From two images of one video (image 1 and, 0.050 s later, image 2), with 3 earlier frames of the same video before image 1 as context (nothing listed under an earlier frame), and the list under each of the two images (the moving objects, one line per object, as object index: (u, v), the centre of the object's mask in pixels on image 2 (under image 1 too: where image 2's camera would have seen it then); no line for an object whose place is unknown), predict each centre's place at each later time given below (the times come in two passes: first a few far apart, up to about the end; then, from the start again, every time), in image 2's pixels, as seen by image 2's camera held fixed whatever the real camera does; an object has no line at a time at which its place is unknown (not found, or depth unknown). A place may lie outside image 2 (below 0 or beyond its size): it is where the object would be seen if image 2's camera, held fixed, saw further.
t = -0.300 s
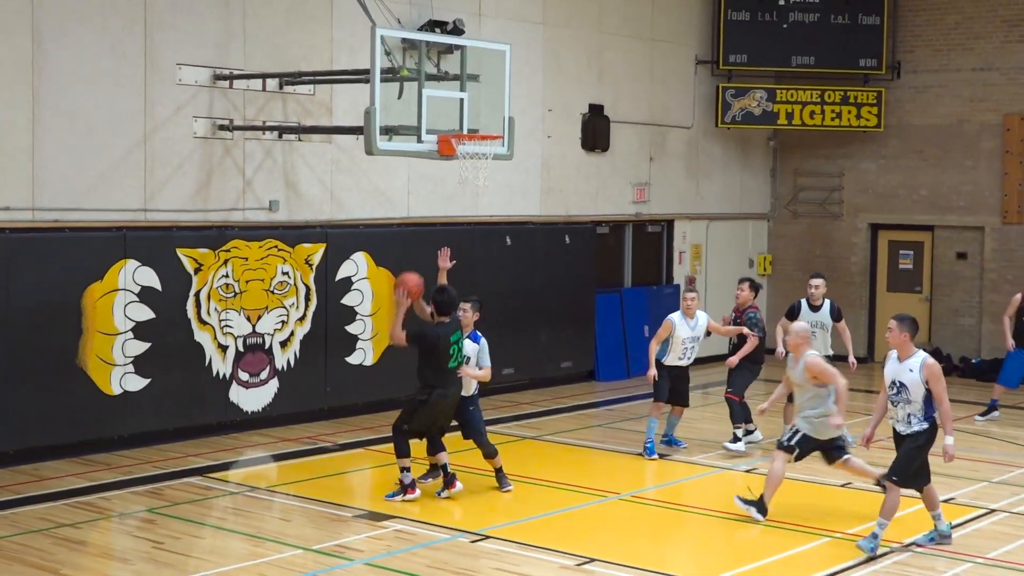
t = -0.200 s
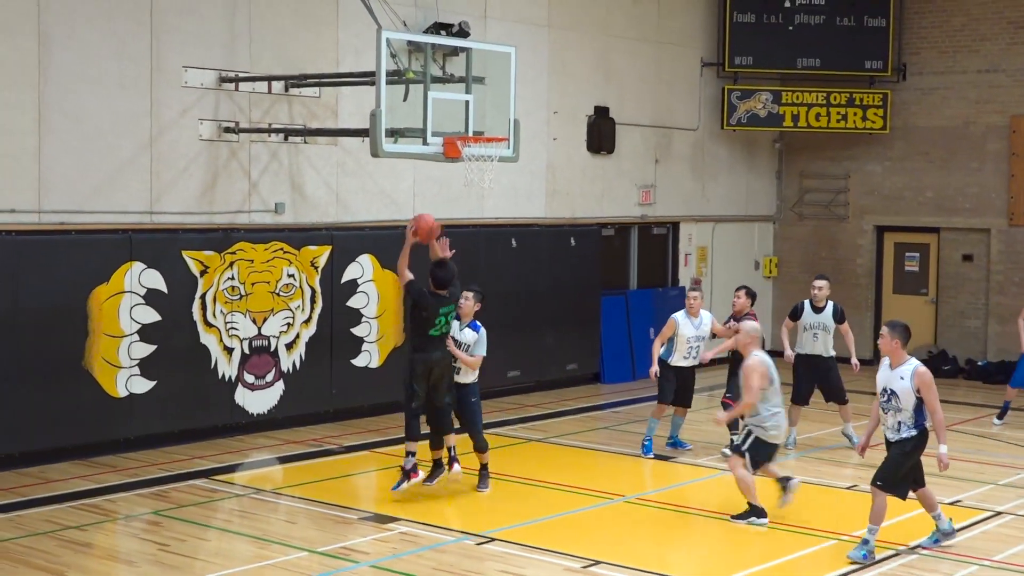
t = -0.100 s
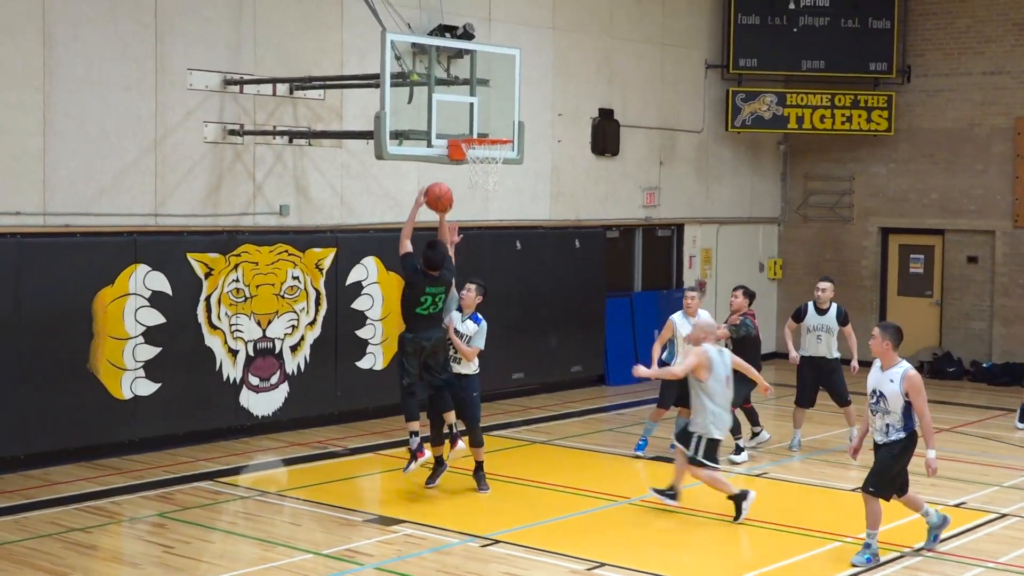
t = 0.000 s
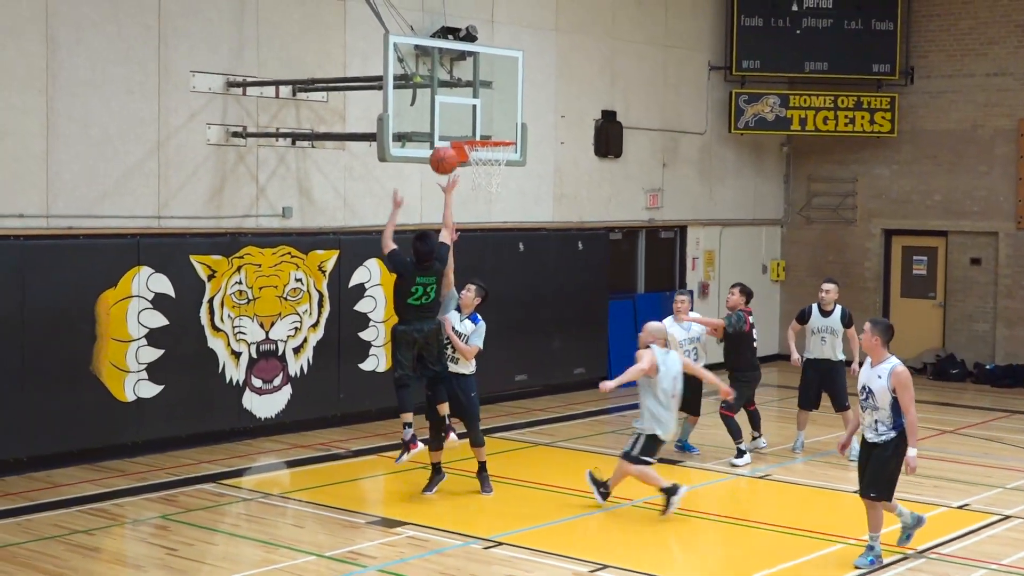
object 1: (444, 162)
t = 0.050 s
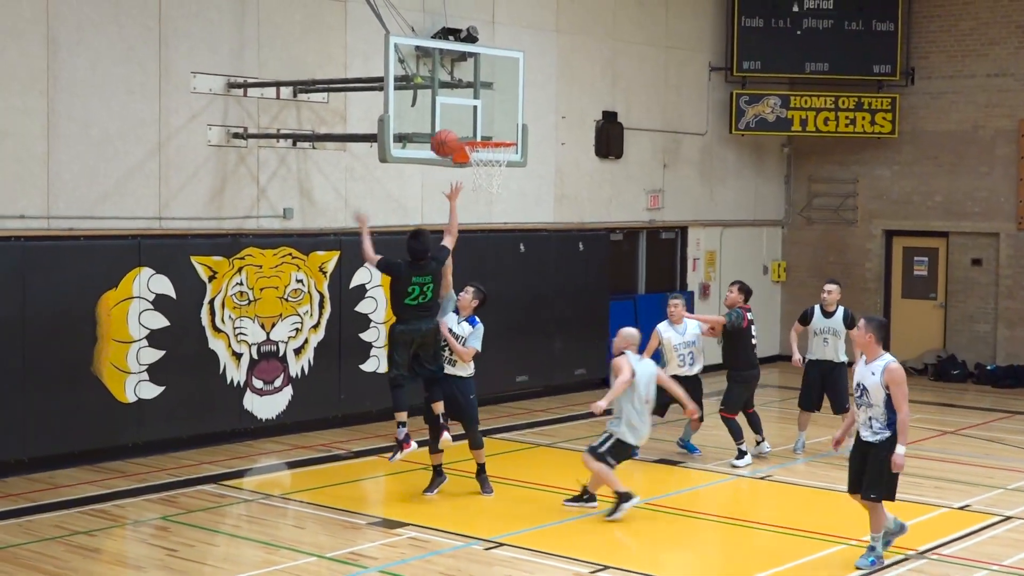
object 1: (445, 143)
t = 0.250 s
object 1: (445, 103)
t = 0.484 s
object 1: (497, 116)
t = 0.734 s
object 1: (539, 120)
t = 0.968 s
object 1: (570, 158)
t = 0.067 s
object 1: (445, 138)
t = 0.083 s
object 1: (445, 133)
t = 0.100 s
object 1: (445, 128)
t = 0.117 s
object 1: (445, 124)
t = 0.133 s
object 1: (445, 120)
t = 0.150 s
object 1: (445, 117)
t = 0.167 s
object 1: (445, 114)
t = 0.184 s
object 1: (446, 111)
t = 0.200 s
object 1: (445, 108)
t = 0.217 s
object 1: (445, 106)
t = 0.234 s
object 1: (445, 104)
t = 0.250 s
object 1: (445, 103)
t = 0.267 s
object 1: (445, 102)
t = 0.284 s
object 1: (445, 101)
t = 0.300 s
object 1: (448, 100)
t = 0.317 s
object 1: (453, 100)
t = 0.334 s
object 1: (457, 100)
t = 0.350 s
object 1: (462, 101)
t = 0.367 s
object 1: (466, 102)
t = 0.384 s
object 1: (470, 103)
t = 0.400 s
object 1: (475, 105)
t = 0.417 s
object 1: (479, 106)
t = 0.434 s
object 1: (484, 108)
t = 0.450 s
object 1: (488, 111)
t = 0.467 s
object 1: (493, 113)
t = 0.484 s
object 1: (497, 116)
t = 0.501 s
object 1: (501, 120)
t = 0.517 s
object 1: (505, 123)
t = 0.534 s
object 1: (510, 127)
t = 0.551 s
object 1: (514, 130)
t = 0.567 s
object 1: (515, 128)
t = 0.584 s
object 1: (518, 126)
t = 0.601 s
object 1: (520, 124)
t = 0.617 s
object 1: (523, 122)
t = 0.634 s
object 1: (525, 121)
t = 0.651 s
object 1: (527, 120)
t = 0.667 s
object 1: (529, 119)
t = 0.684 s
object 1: (532, 119)
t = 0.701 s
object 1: (534, 119)
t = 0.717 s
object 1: (536, 119)
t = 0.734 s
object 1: (539, 120)
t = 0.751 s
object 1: (541, 120)
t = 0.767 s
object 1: (543, 122)
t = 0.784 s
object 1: (545, 123)
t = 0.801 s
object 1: (548, 125)
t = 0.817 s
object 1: (550, 127)
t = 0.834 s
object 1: (552, 129)
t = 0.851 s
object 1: (554, 132)
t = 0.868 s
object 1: (557, 135)
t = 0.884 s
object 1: (559, 138)
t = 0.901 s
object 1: (561, 141)
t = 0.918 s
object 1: (563, 145)
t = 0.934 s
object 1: (566, 149)
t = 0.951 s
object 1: (568, 153)
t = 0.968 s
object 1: (570, 158)
